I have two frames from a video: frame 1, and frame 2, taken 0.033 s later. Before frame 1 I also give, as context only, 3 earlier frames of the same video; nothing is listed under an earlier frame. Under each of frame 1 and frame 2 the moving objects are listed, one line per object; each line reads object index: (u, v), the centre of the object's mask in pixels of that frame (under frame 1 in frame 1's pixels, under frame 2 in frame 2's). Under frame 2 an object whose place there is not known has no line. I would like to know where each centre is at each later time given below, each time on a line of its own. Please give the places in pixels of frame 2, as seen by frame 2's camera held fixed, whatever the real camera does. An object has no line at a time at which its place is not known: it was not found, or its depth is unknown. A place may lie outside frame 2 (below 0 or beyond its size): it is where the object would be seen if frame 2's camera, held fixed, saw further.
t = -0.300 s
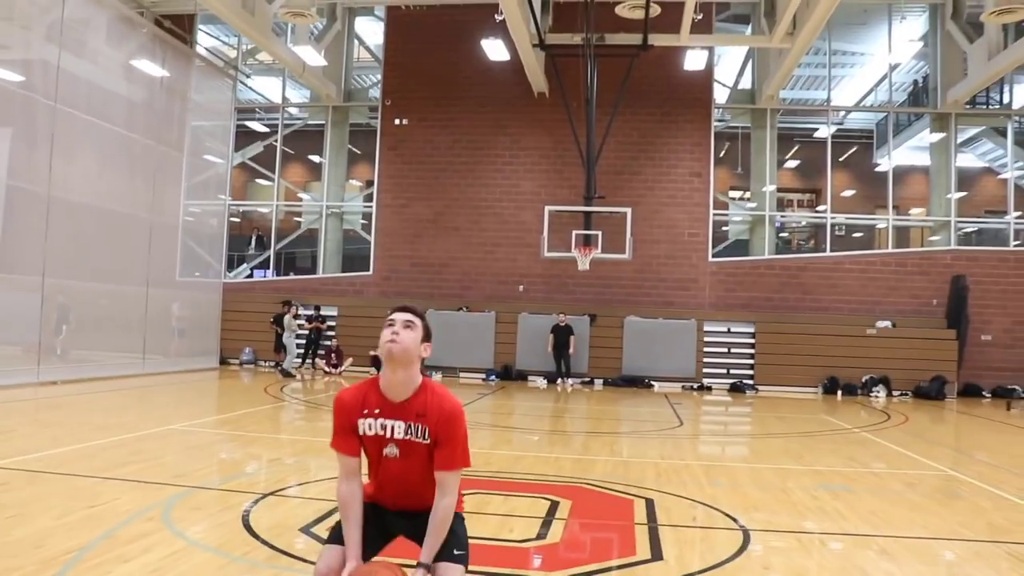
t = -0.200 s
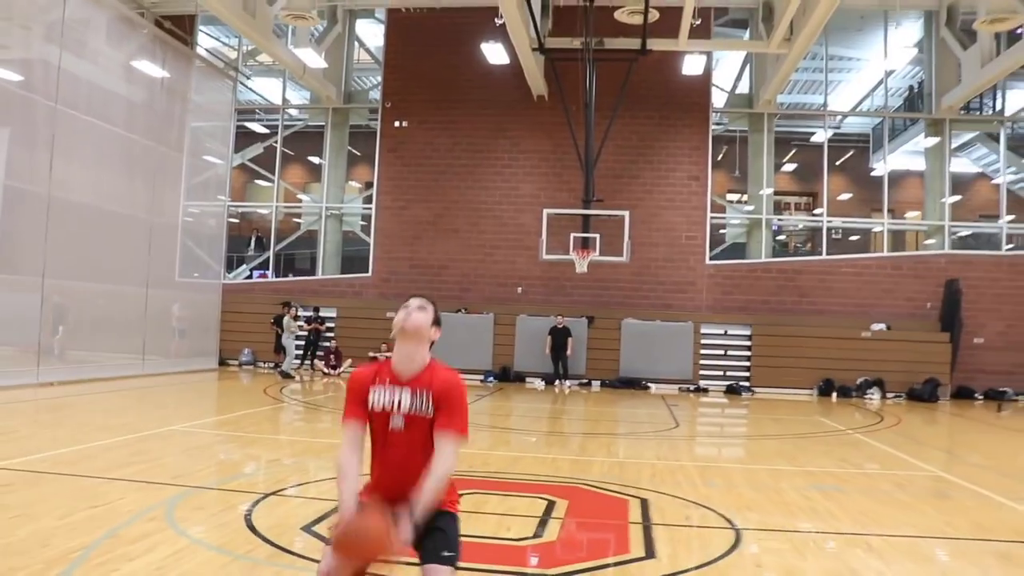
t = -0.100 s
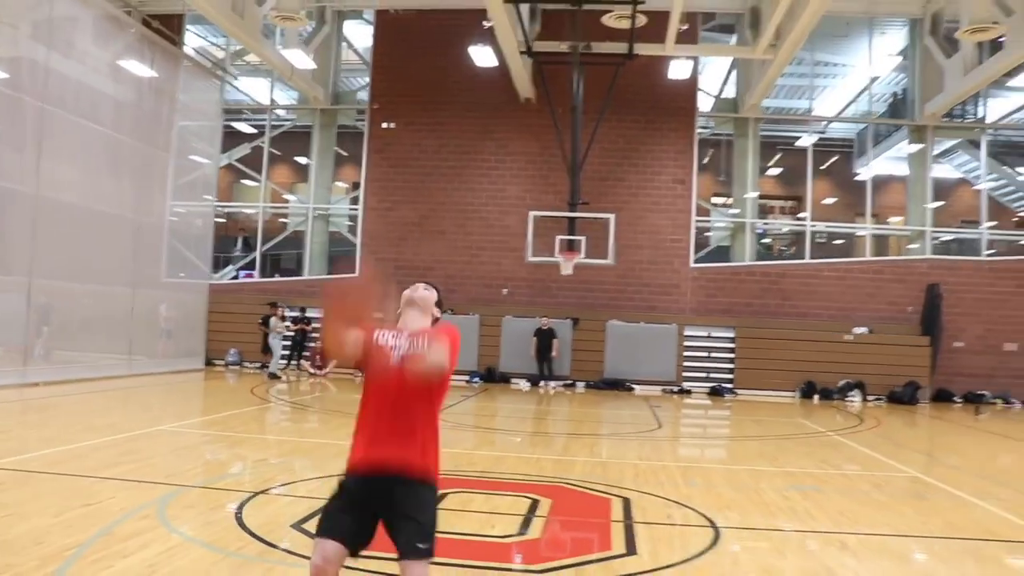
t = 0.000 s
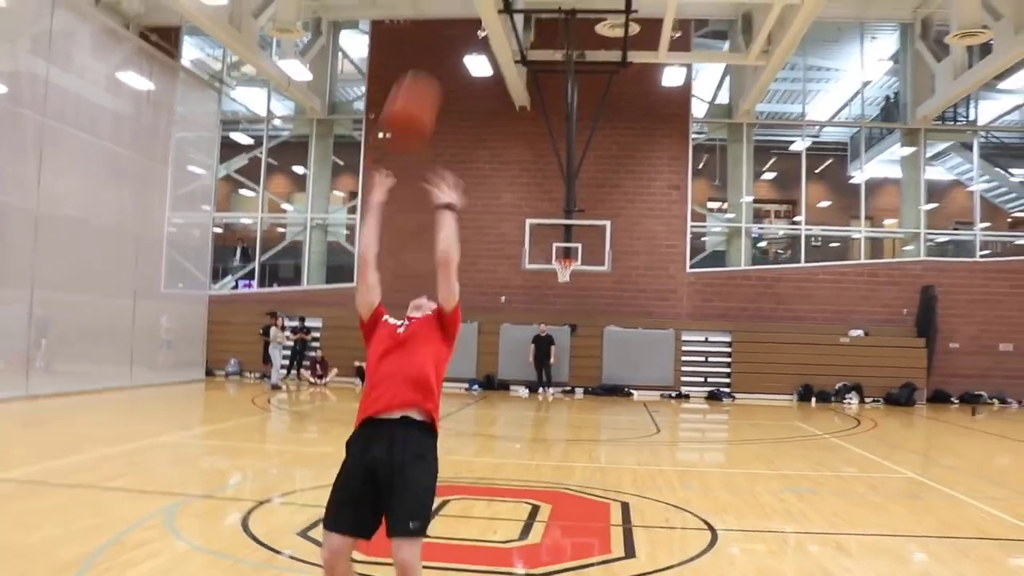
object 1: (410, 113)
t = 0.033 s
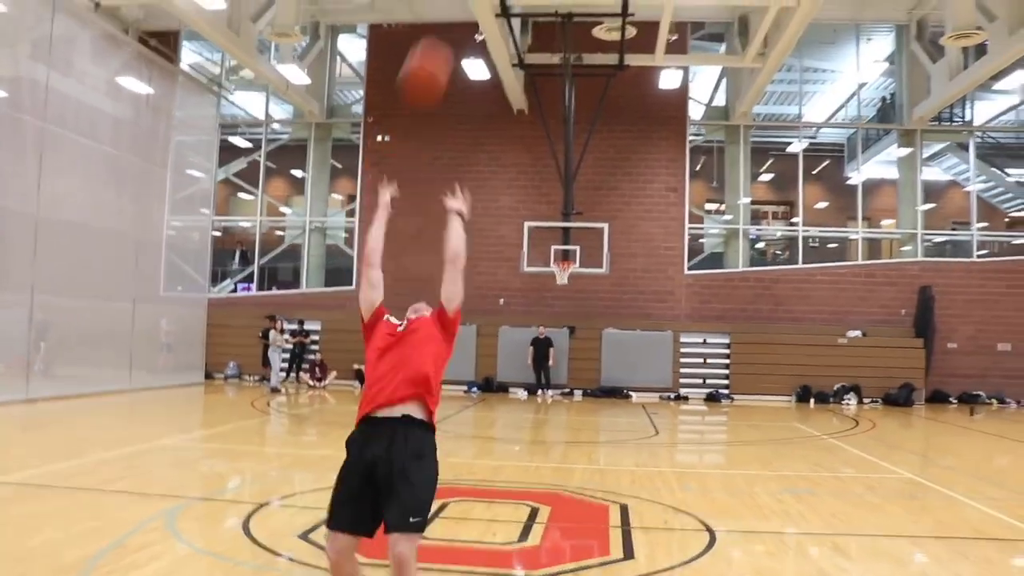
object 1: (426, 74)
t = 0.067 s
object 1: (442, 36)
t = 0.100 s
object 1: (455, 5)
